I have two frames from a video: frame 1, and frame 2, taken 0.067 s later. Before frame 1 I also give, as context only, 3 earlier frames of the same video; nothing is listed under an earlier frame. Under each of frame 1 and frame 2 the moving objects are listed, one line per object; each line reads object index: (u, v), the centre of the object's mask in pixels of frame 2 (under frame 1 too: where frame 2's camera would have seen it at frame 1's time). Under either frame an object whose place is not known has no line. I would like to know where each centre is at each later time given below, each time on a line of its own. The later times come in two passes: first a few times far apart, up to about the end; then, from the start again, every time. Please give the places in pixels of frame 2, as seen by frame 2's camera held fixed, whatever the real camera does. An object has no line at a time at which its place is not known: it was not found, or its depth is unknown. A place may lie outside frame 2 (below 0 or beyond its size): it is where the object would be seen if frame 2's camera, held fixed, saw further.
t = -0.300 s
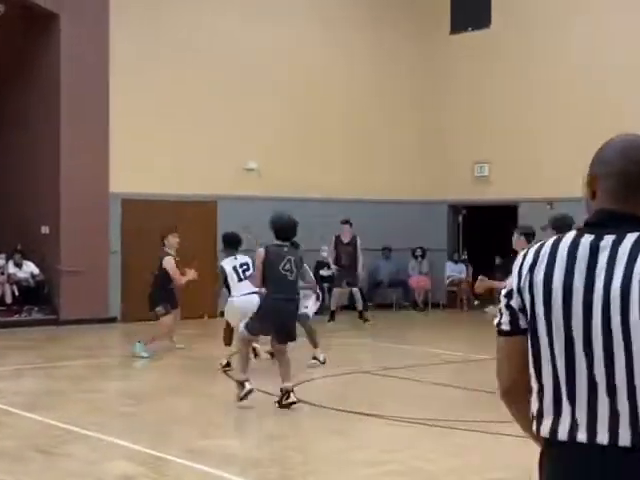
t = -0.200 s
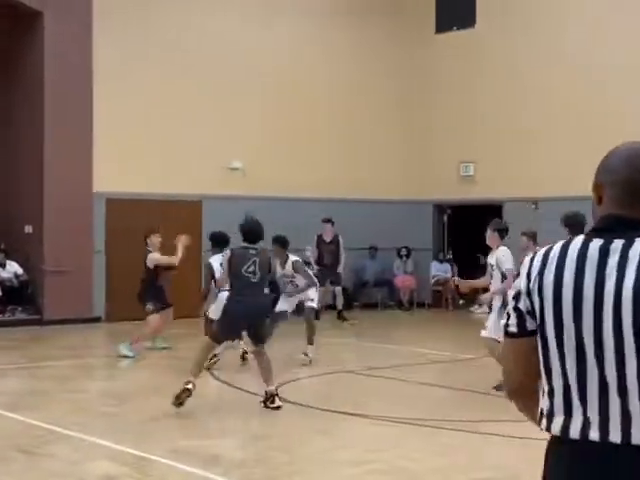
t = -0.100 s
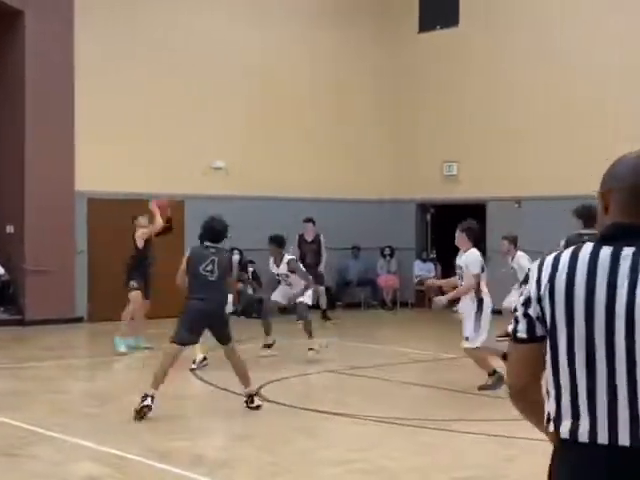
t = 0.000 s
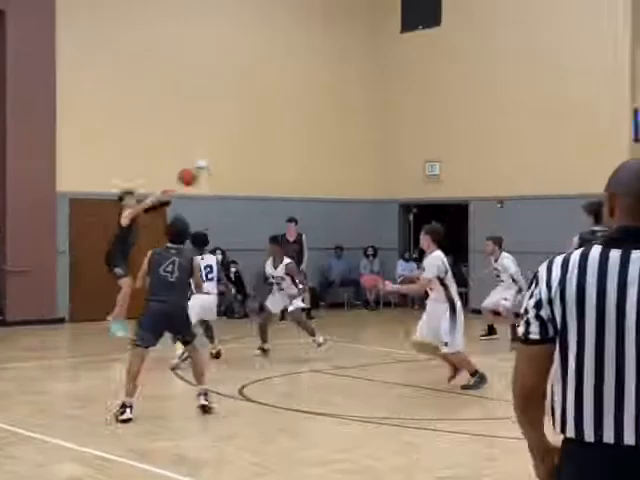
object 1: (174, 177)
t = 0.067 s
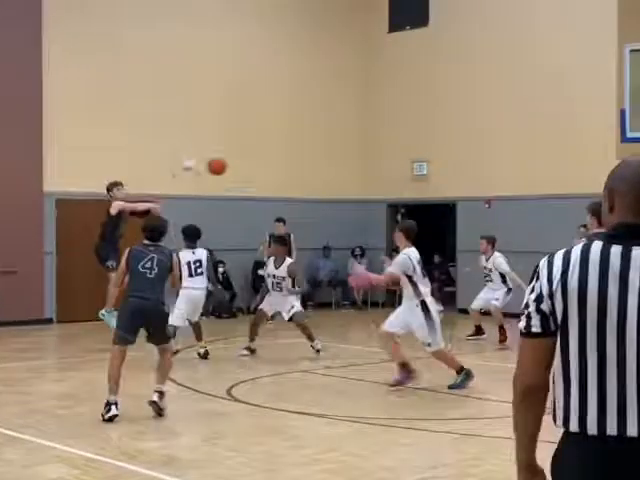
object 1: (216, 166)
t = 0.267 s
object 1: (347, 152)
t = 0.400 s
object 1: (437, 161)
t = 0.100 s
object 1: (237, 162)
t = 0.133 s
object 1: (259, 158)
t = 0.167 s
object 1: (281, 155)
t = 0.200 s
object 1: (302, 153)
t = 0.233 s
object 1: (324, 152)
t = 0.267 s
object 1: (347, 152)
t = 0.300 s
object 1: (370, 153)
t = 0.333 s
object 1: (391, 155)
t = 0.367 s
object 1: (414, 157)
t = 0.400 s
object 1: (437, 161)
